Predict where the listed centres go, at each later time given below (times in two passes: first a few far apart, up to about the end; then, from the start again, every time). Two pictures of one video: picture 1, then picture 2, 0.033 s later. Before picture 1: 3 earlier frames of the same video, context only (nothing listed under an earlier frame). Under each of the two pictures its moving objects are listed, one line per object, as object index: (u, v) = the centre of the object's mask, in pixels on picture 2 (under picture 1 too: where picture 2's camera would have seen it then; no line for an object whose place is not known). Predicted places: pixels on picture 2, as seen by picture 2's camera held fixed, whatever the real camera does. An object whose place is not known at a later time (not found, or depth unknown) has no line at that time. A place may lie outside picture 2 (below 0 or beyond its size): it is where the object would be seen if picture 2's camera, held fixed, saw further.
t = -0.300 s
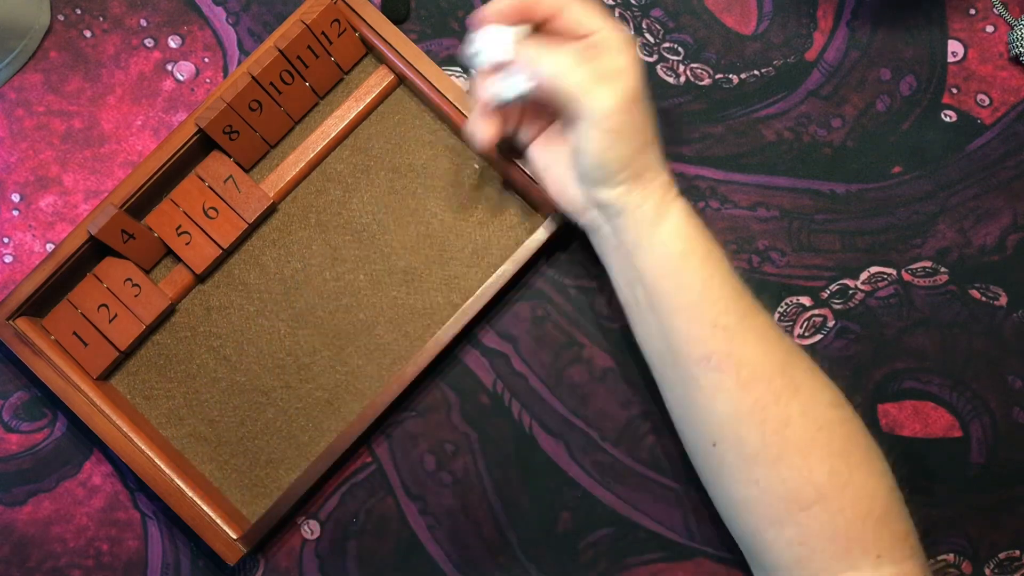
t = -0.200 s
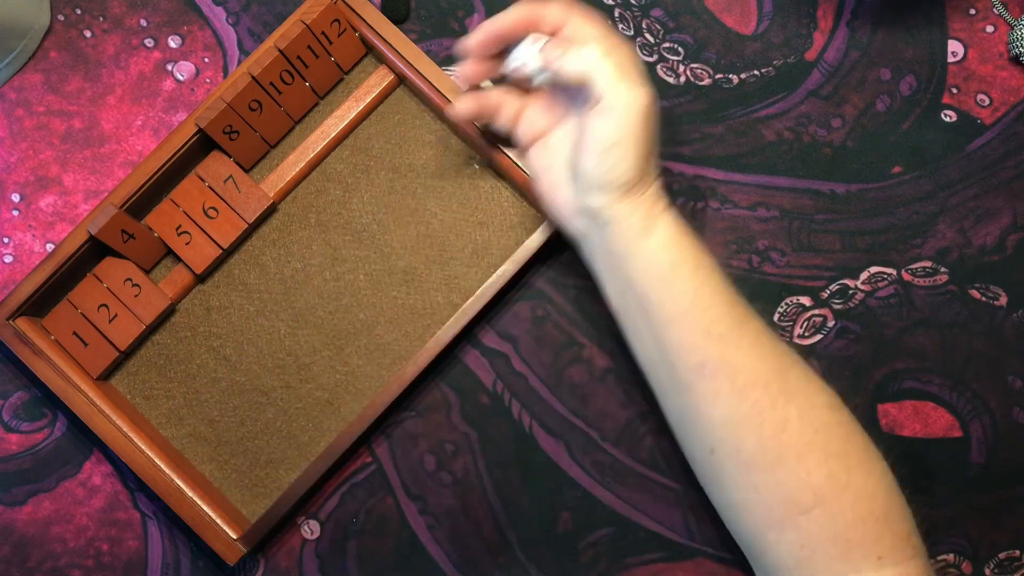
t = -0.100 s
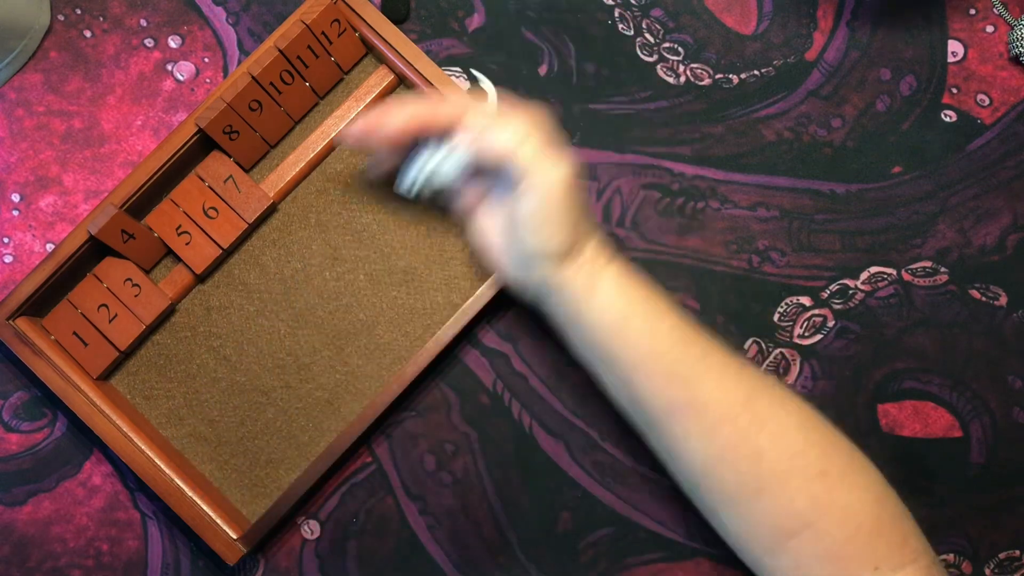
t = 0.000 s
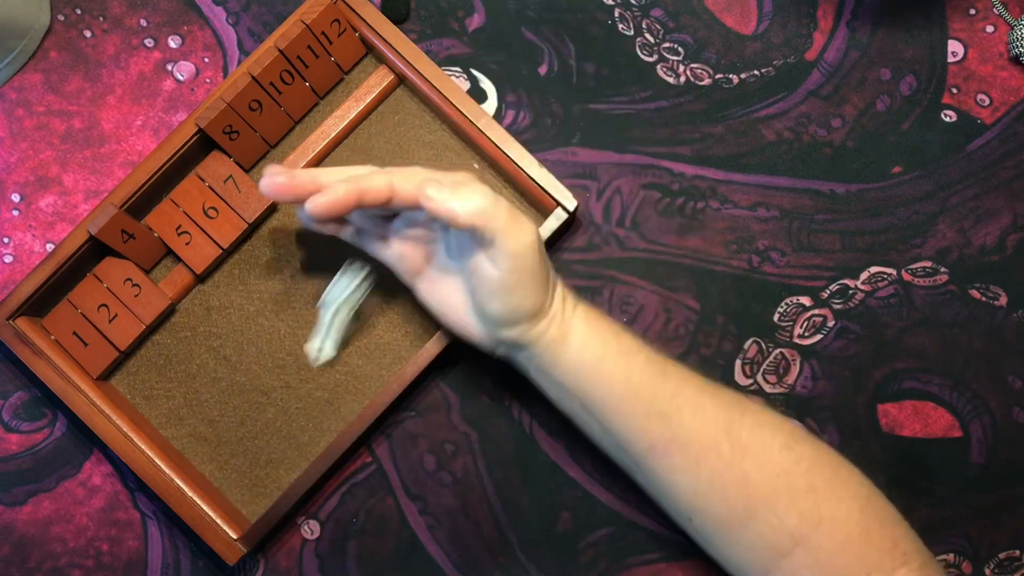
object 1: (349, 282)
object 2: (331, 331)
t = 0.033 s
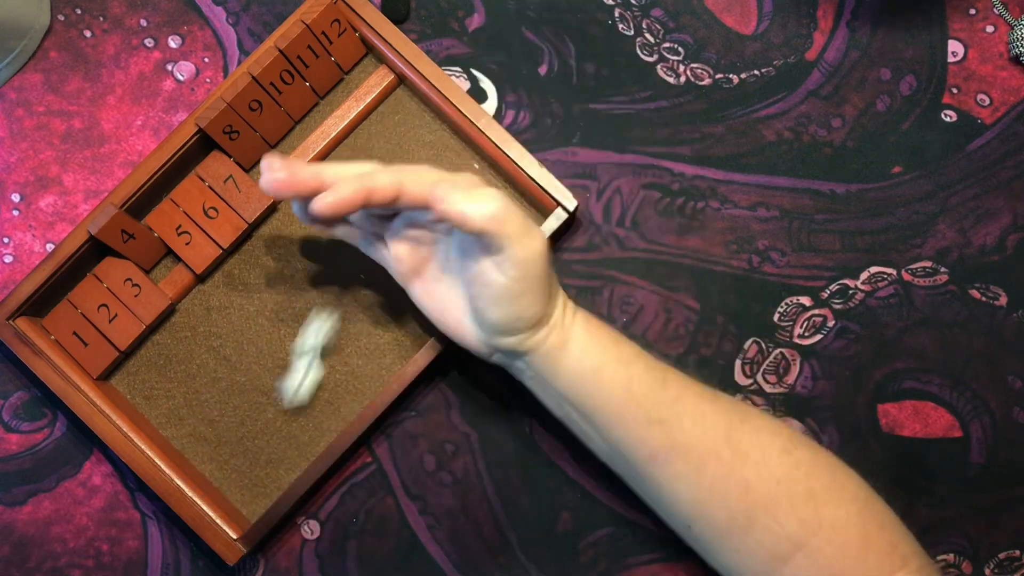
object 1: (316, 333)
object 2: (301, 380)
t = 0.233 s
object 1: (241, 434)
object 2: (253, 483)
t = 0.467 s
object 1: (290, 373)
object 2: (252, 476)
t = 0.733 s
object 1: (290, 373)
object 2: (252, 476)
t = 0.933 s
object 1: (290, 373)
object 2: (252, 476)
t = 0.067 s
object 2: (273, 424)
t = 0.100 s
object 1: (254, 421)
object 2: (250, 462)
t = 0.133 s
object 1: (228, 462)
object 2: (236, 494)
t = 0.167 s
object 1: (218, 468)
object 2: (253, 500)
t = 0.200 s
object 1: (230, 448)
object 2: (255, 492)
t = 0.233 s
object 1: (241, 434)
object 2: (253, 483)
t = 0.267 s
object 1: (253, 418)
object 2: (251, 477)
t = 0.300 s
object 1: (260, 408)
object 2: (251, 477)
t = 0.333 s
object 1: (270, 395)
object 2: (251, 476)
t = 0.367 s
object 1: (277, 386)
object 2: (251, 476)
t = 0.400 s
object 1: (284, 377)
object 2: (251, 476)
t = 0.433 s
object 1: (289, 373)
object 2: (252, 477)
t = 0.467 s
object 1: (290, 373)
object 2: (252, 476)
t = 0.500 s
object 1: (290, 373)
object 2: (251, 476)
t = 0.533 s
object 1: (290, 373)
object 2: (252, 476)
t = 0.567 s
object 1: (290, 373)
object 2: (252, 476)
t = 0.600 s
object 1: (290, 373)
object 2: (252, 476)
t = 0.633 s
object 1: (290, 373)
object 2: (252, 476)
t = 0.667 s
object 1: (290, 373)
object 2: (252, 476)
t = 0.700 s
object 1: (290, 373)
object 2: (252, 476)
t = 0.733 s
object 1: (290, 373)
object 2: (252, 476)
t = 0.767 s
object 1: (290, 373)
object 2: (252, 476)
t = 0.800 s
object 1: (290, 373)
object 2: (252, 476)
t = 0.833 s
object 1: (290, 373)
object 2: (252, 476)
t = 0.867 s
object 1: (290, 373)
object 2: (252, 476)
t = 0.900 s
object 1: (290, 373)
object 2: (252, 476)
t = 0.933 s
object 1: (290, 373)
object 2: (252, 476)
